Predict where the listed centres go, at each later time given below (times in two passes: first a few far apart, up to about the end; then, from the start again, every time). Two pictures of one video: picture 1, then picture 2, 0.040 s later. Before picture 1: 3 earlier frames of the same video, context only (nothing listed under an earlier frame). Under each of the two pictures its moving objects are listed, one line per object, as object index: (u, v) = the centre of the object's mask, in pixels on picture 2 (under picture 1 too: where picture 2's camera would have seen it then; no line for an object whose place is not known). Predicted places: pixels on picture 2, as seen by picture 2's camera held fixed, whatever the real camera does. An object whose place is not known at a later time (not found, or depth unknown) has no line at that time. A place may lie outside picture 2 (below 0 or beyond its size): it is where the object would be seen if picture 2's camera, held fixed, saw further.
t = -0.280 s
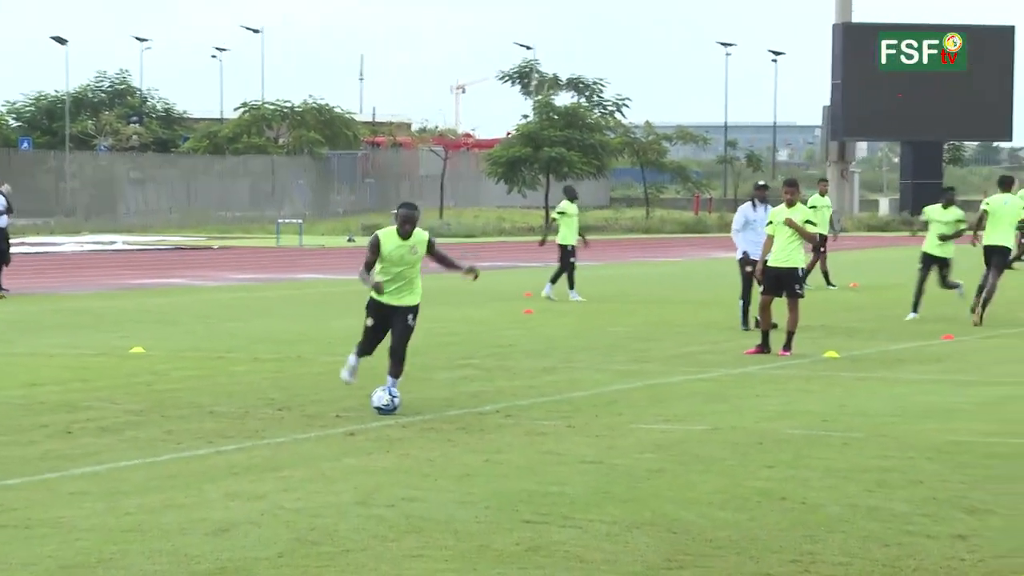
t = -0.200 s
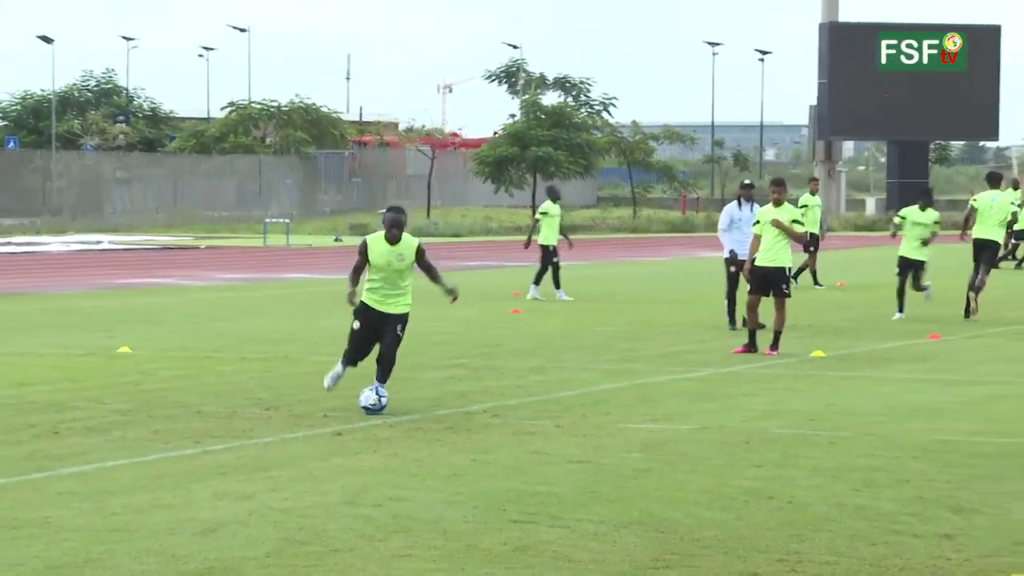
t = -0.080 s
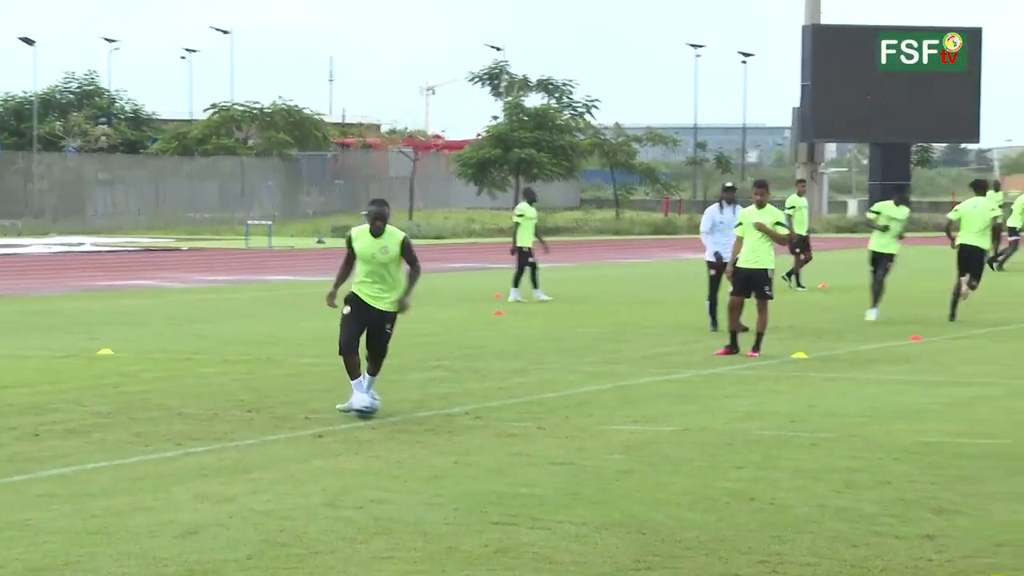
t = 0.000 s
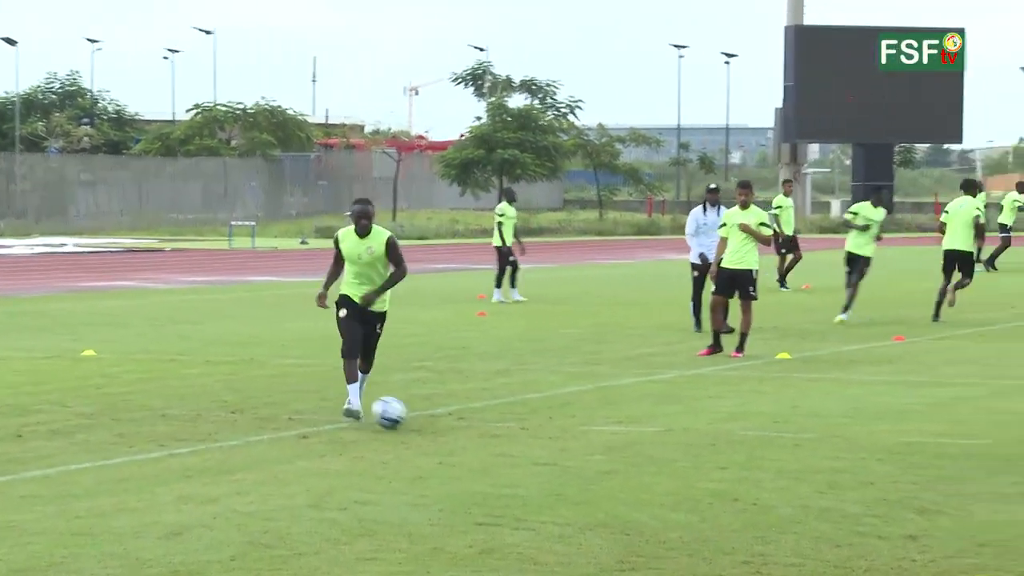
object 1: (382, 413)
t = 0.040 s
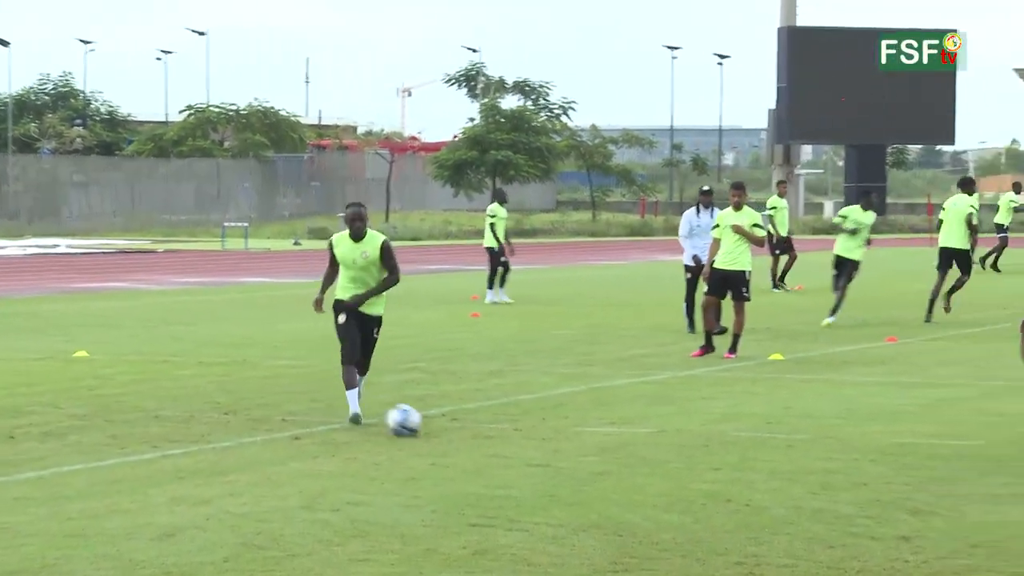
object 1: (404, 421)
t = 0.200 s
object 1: (492, 439)
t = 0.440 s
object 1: (632, 470)
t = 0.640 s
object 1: (747, 496)
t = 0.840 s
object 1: (856, 523)
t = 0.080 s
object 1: (426, 425)
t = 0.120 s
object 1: (446, 428)
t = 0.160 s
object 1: (468, 432)
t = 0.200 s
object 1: (492, 439)
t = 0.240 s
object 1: (514, 444)
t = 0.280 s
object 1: (536, 444)
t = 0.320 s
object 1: (558, 446)
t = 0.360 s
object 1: (582, 450)
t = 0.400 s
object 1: (606, 458)
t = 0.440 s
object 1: (632, 470)
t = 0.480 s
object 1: (656, 476)
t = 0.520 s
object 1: (677, 476)
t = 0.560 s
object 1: (699, 479)
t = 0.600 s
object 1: (723, 485)
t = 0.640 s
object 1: (747, 496)
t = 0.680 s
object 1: (770, 505)
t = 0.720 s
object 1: (792, 507)
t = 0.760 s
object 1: (812, 509)
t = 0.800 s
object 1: (833, 514)
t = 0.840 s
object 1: (856, 523)
